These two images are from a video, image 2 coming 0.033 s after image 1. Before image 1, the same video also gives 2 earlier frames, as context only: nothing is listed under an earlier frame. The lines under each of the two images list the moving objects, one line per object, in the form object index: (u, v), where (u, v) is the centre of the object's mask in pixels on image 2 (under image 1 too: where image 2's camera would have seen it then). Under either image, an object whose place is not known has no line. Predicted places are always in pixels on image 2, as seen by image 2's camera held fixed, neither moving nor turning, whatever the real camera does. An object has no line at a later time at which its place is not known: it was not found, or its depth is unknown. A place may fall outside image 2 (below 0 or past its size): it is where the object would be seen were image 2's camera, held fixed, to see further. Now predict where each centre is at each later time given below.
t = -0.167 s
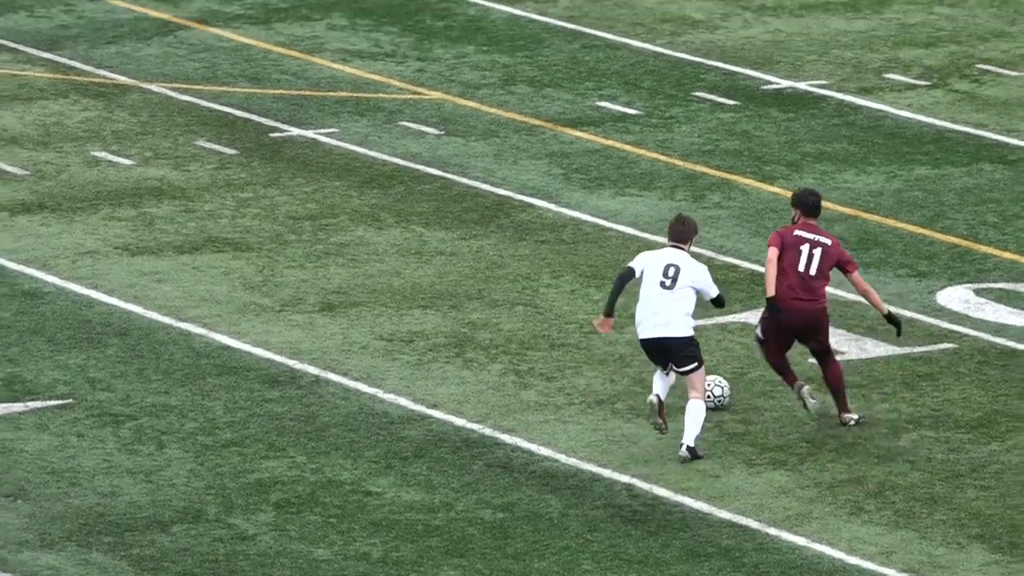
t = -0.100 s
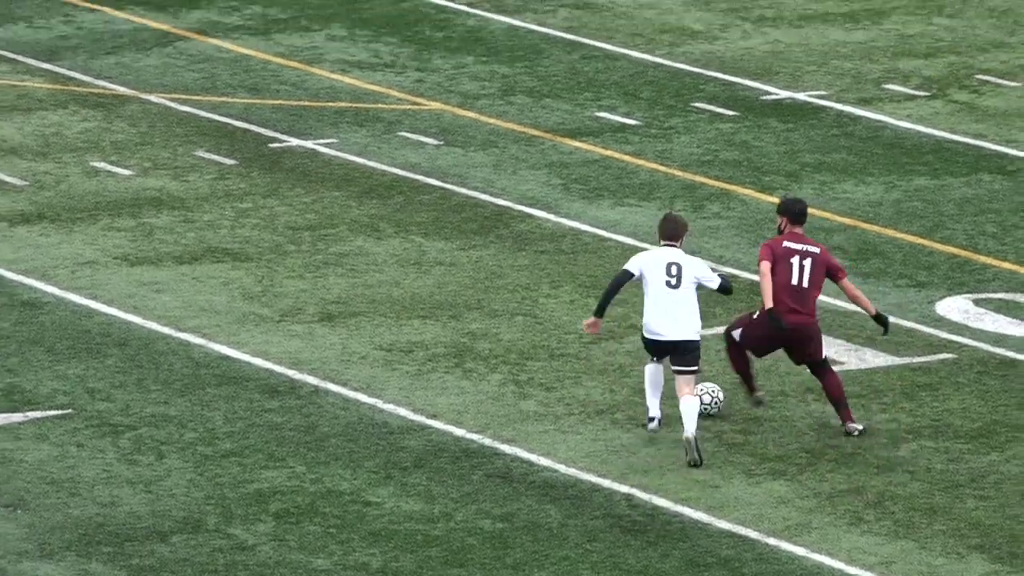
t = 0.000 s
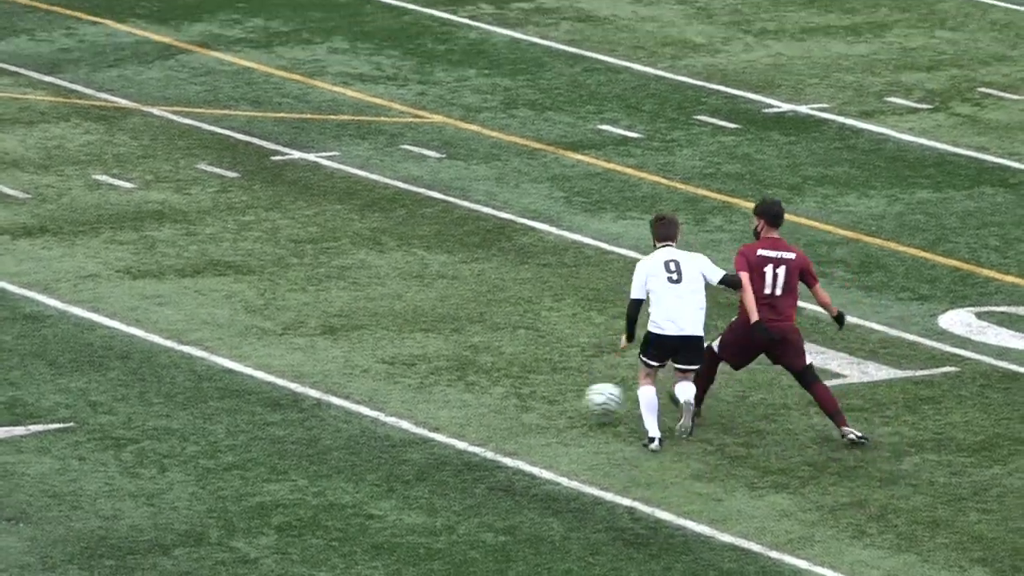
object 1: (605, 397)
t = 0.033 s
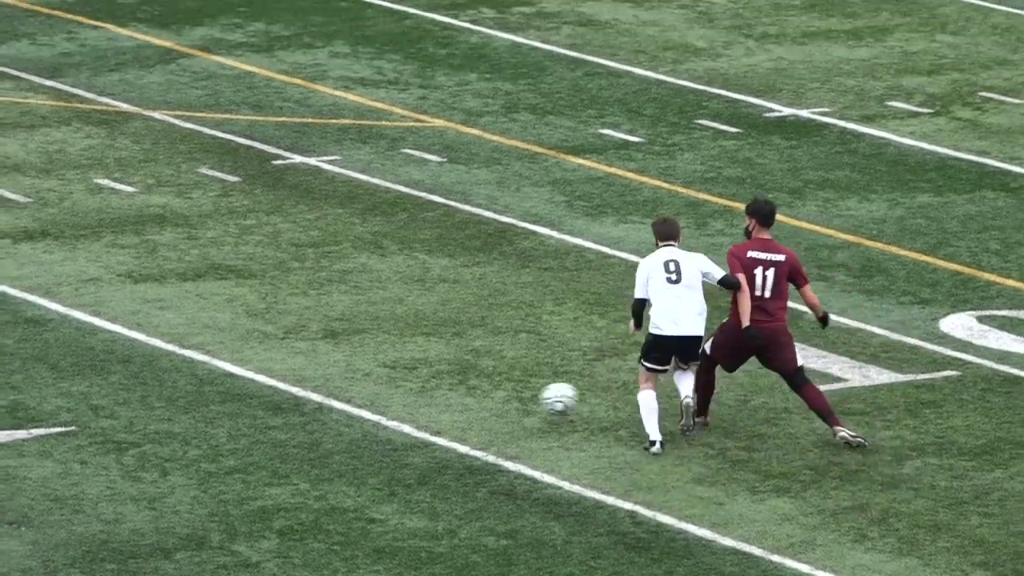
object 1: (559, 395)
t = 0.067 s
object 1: (514, 392)
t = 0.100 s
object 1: (469, 392)
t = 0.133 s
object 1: (424, 398)
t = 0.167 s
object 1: (380, 399)
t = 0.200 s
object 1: (341, 393)
